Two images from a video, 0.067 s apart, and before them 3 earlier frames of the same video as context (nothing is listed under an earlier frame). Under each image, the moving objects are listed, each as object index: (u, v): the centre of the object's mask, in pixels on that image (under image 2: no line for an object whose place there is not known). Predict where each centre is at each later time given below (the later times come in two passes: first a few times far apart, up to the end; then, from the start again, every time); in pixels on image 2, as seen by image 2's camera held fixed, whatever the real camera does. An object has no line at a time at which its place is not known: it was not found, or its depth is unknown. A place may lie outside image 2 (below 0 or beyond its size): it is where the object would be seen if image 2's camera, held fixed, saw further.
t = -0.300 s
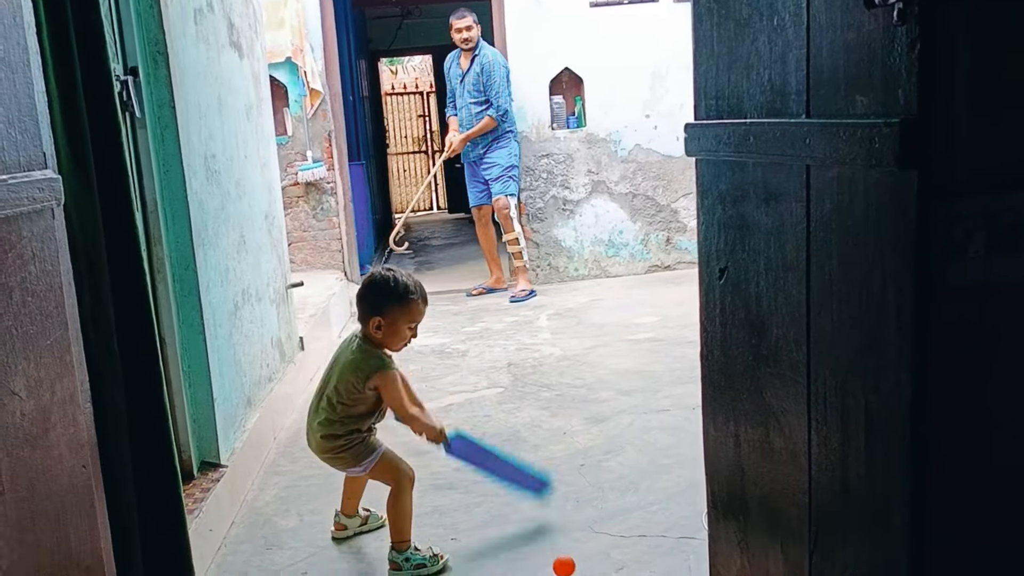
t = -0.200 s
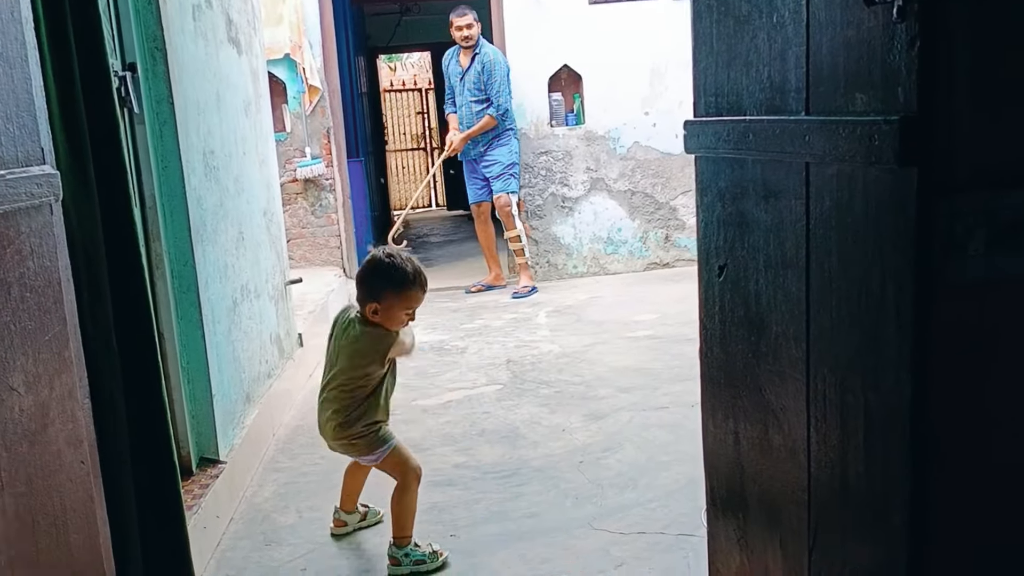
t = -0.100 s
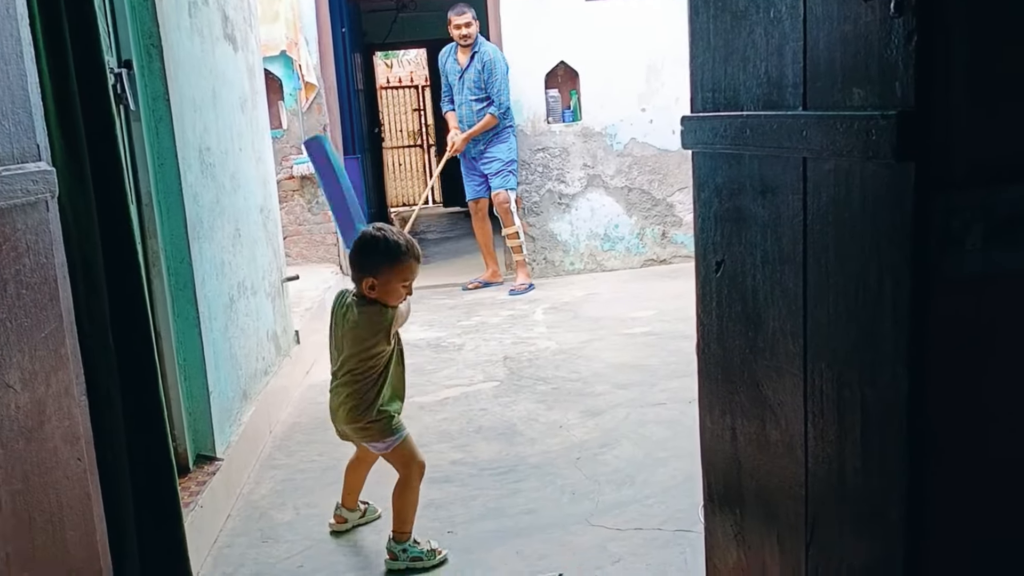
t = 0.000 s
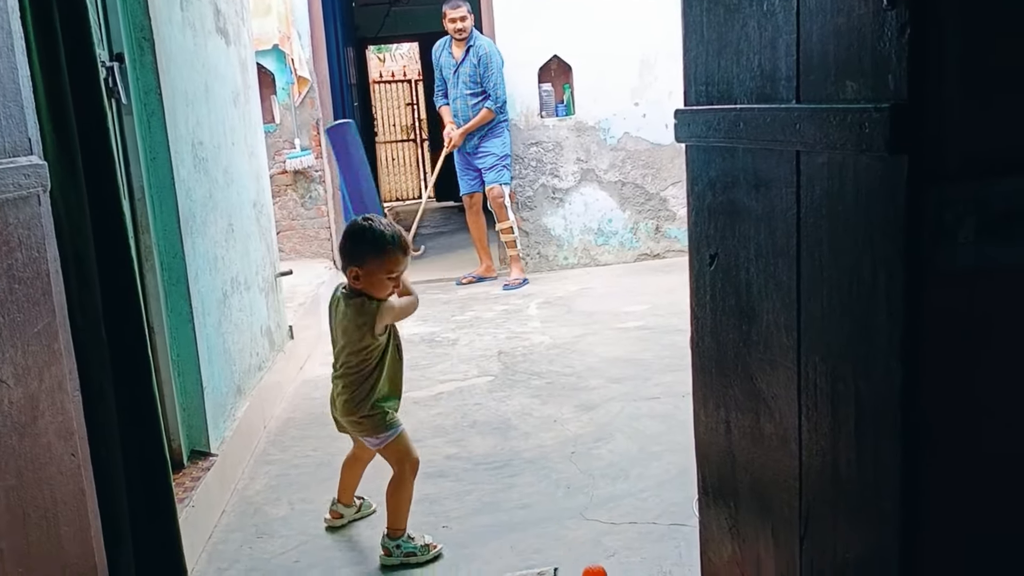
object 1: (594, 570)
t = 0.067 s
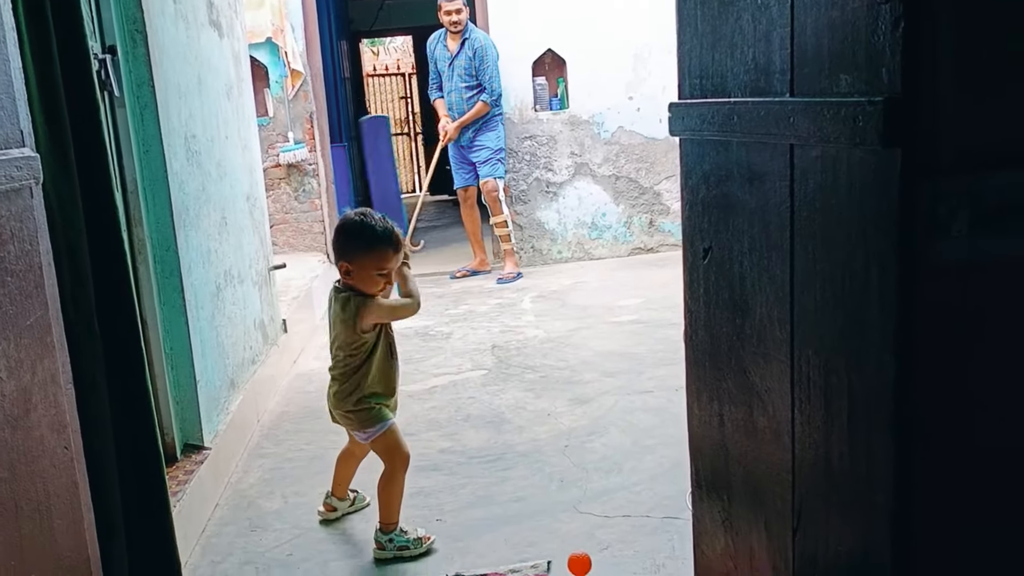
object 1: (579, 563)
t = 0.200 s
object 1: (561, 537)
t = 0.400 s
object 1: (549, 524)
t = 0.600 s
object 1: (536, 508)
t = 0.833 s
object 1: (527, 489)
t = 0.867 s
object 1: (526, 486)
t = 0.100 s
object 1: (575, 567)
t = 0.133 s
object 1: (571, 562)
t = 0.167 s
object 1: (567, 549)
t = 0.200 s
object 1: (561, 537)
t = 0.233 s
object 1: (559, 539)
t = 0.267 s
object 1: (558, 545)
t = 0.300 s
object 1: (555, 537)
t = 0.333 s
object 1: (553, 528)
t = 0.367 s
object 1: (550, 524)
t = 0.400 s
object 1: (549, 524)
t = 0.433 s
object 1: (547, 529)
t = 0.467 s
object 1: (545, 524)
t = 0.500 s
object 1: (543, 516)
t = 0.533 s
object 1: (539, 513)
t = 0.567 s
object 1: (538, 517)
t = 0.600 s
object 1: (536, 508)
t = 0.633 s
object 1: (534, 503)
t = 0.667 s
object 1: (532, 501)
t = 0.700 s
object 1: (531, 505)
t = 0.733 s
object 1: (530, 498)
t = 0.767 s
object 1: (529, 494)
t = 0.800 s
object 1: (528, 495)
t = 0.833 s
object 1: (527, 489)
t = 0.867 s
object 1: (526, 486)
